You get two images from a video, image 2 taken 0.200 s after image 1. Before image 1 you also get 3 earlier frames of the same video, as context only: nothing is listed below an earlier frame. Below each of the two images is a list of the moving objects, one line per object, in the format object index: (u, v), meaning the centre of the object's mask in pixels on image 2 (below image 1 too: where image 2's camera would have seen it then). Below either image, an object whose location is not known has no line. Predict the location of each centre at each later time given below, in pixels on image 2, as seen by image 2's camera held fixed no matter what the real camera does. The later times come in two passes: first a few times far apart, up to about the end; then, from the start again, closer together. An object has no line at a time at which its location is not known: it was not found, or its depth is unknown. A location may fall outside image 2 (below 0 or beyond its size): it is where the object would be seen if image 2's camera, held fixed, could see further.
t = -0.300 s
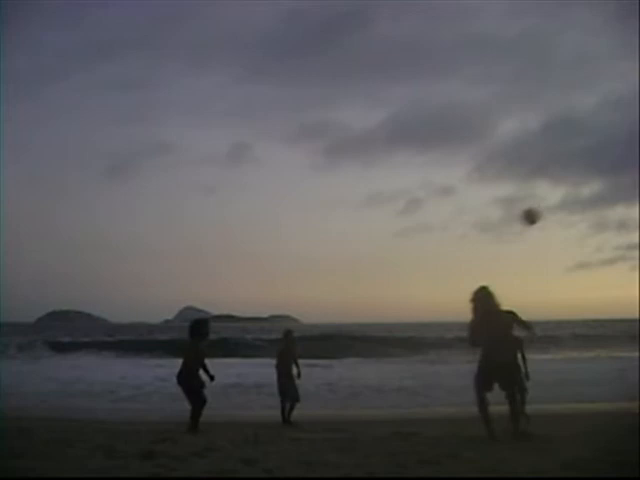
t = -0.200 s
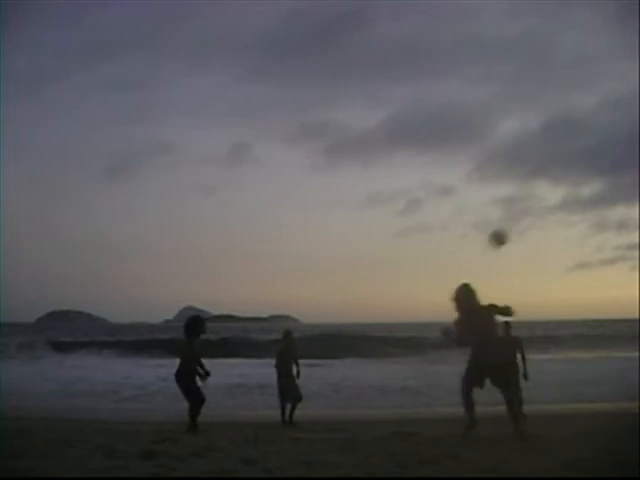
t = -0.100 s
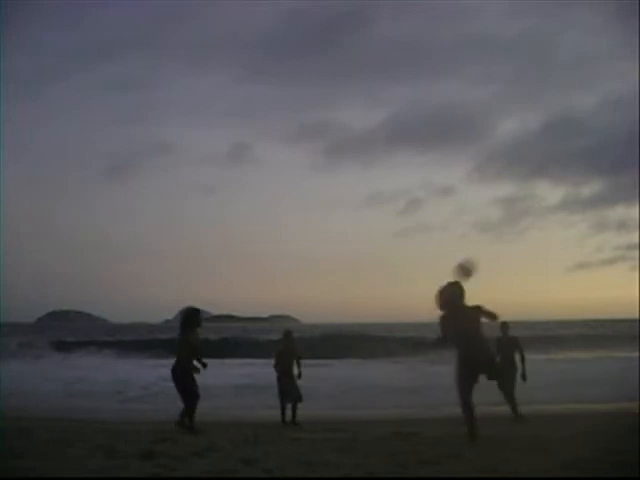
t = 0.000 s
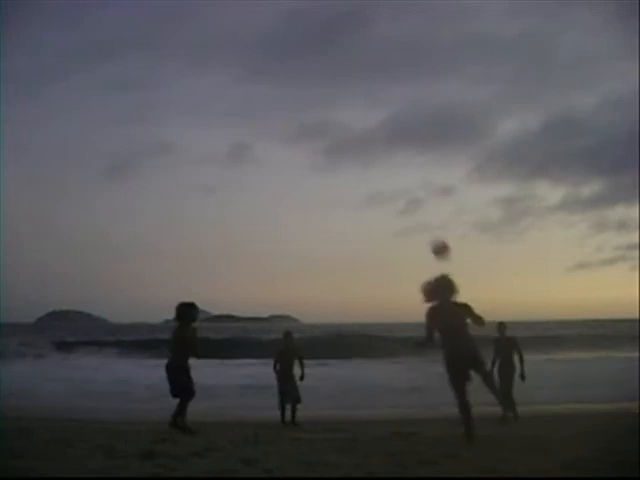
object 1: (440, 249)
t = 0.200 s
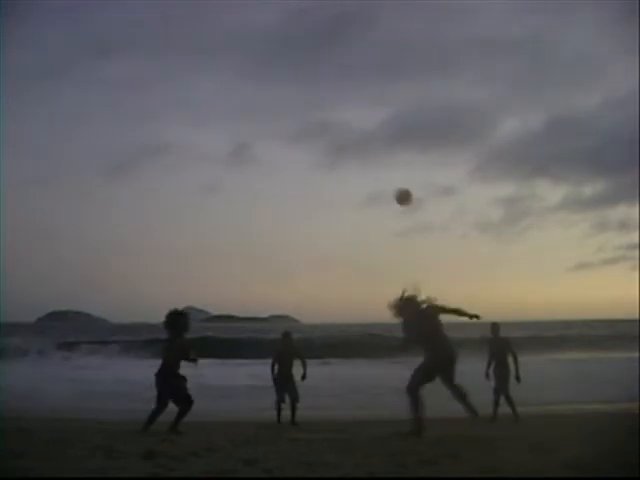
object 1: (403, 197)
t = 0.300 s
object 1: (388, 185)
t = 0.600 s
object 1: (348, 196)
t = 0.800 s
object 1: (325, 234)
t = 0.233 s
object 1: (397, 192)
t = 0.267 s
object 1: (393, 188)
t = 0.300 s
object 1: (388, 185)
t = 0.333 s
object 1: (383, 183)
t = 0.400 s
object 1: (376, 183)
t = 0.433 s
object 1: (371, 183)
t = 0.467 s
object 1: (366, 185)
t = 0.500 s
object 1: (361, 186)
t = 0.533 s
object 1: (357, 189)
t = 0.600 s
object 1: (348, 196)
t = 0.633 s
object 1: (344, 201)
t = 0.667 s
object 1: (340, 206)
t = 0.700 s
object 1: (336, 212)
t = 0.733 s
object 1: (333, 219)
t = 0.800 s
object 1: (325, 234)
